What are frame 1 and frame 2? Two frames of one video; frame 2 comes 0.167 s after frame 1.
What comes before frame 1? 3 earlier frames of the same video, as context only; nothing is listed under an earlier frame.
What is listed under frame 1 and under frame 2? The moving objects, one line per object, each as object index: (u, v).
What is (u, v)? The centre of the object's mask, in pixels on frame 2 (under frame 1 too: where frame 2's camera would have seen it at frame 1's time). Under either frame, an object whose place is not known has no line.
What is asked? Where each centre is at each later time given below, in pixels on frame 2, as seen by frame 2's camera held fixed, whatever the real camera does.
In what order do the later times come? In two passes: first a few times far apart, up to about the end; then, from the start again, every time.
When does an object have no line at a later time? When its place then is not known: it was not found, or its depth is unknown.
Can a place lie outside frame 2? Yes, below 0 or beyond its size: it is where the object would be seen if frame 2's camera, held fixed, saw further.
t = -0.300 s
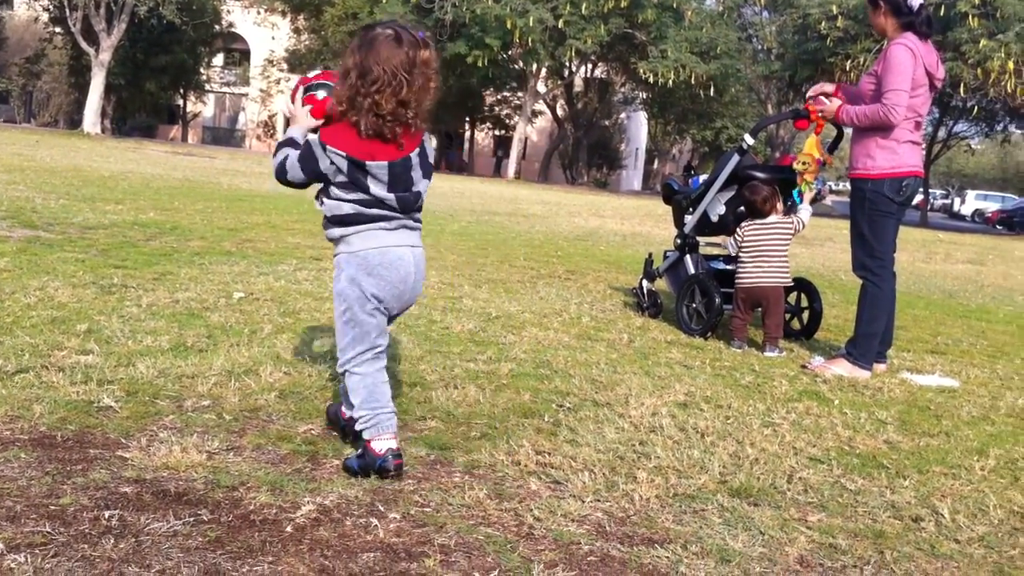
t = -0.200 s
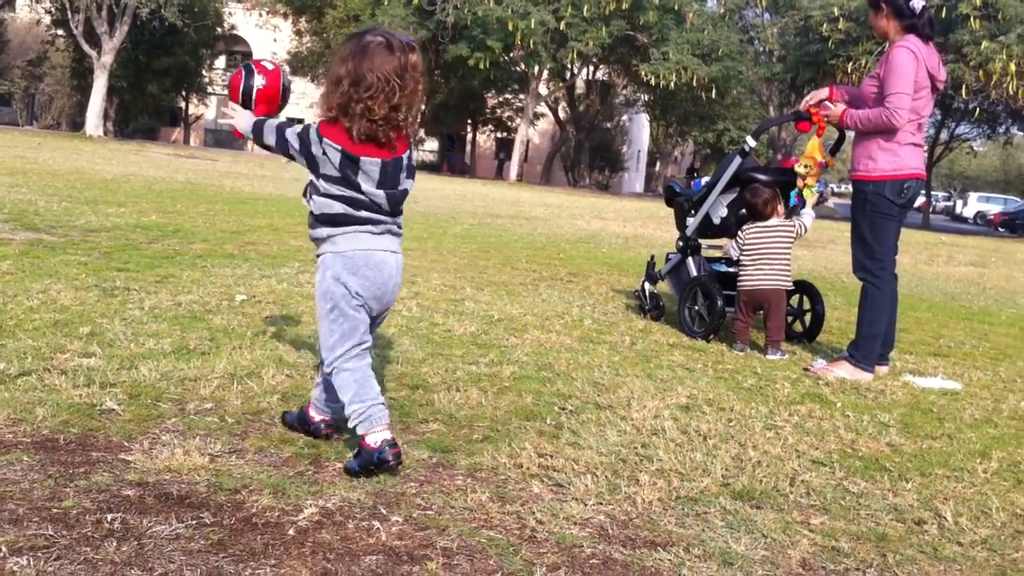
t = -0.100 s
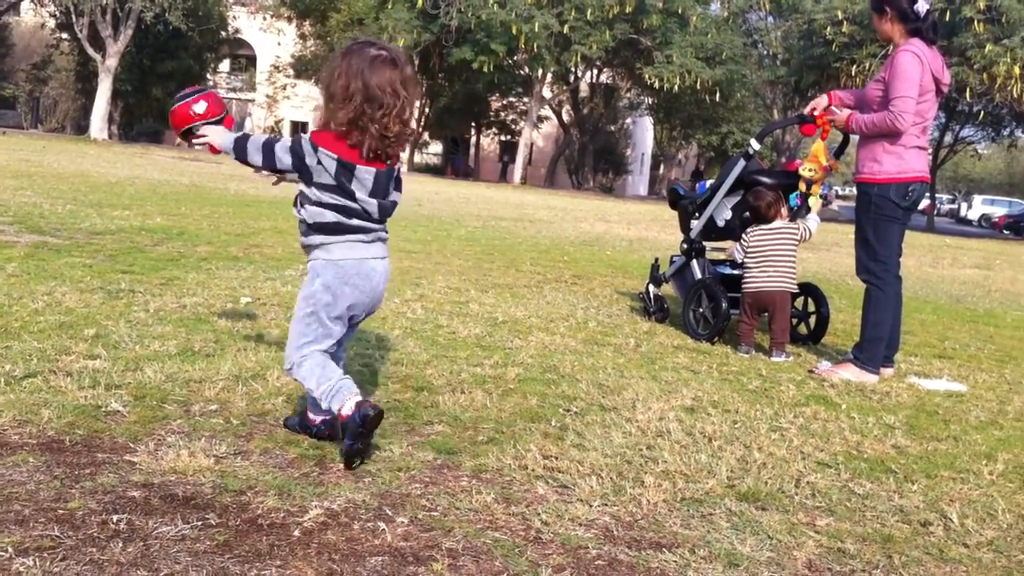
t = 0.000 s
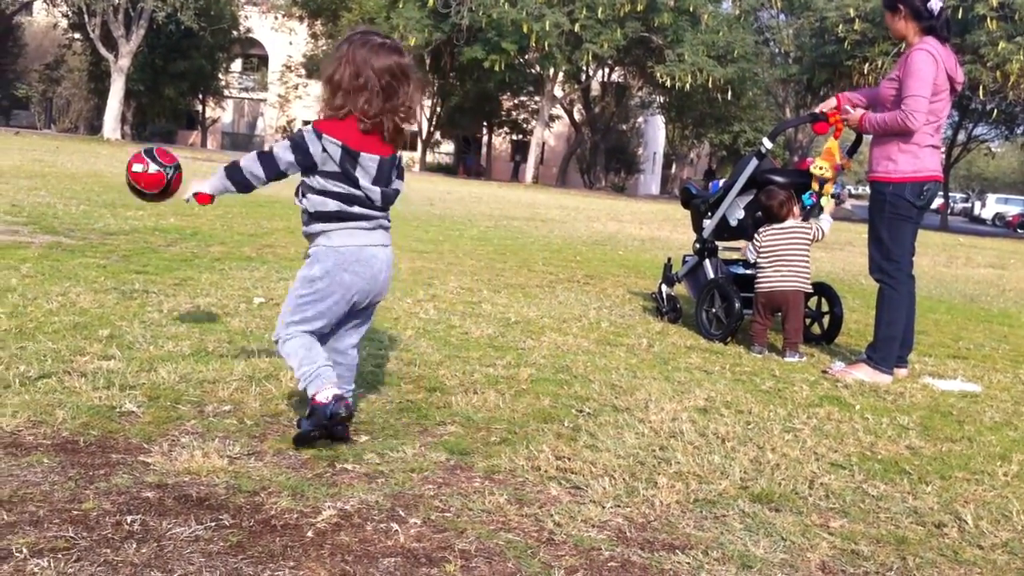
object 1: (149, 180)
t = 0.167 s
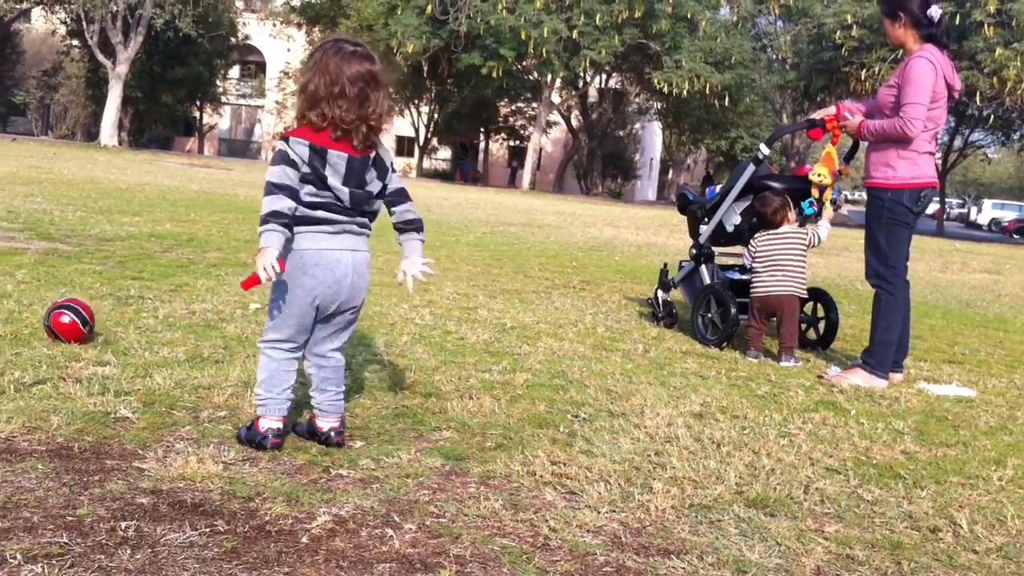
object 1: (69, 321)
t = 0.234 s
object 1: (70, 290)
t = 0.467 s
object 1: (71, 291)
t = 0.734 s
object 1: (65, 287)
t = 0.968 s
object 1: (61, 276)
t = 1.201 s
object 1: (60, 273)
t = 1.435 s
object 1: (62, 267)
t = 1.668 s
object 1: (69, 263)
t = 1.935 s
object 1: (77, 260)
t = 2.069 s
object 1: (76, 259)
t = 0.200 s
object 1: (69, 304)
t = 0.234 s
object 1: (70, 290)
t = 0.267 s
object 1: (71, 281)
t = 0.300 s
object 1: (71, 276)
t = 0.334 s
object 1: (71, 273)
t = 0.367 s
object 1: (72, 274)
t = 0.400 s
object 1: (72, 276)
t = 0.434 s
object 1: (71, 282)
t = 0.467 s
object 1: (71, 291)
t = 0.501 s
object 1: (70, 302)
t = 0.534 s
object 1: (69, 293)
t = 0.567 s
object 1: (69, 285)
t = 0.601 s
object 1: (68, 281)
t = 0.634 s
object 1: (68, 278)
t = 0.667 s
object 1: (67, 279)
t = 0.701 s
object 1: (66, 283)
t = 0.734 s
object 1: (65, 287)
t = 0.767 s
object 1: (64, 287)
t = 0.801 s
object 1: (63, 282)
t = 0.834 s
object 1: (62, 281)
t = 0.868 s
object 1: (62, 281)
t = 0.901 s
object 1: (61, 280)
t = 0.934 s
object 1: (61, 277)
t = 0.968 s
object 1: (61, 276)
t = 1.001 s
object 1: (60, 276)
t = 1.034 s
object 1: (61, 278)
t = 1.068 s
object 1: (60, 277)
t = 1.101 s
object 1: (60, 275)
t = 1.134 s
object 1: (60, 274)
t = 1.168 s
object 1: (60, 273)
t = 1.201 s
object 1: (60, 273)
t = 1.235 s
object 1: (59, 273)
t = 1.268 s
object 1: (59, 272)
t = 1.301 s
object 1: (59, 271)
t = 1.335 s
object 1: (60, 269)
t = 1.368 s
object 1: (60, 269)
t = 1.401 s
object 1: (61, 269)
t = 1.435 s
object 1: (62, 267)
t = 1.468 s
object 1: (62, 267)
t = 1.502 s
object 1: (63, 266)
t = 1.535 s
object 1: (64, 266)
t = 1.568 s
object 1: (64, 264)
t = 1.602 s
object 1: (66, 263)
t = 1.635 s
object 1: (67, 263)
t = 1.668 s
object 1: (69, 263)
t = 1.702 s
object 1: (71, 262)
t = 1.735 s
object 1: (71, 261)
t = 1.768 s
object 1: (72, 262)
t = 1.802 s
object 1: (74, 262)
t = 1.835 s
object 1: (76, 261)
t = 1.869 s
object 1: (78, 261)
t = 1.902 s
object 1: (78, 260)
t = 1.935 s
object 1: (77, 260)
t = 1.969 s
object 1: (76, 260)
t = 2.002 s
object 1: (75, 259)
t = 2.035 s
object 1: (75, 259)
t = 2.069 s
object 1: (76, 259)
